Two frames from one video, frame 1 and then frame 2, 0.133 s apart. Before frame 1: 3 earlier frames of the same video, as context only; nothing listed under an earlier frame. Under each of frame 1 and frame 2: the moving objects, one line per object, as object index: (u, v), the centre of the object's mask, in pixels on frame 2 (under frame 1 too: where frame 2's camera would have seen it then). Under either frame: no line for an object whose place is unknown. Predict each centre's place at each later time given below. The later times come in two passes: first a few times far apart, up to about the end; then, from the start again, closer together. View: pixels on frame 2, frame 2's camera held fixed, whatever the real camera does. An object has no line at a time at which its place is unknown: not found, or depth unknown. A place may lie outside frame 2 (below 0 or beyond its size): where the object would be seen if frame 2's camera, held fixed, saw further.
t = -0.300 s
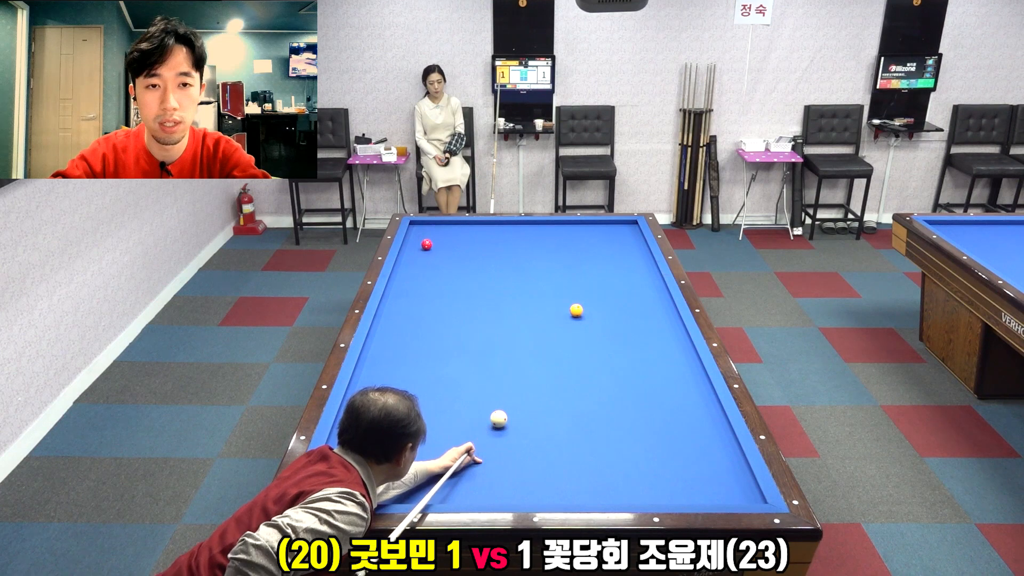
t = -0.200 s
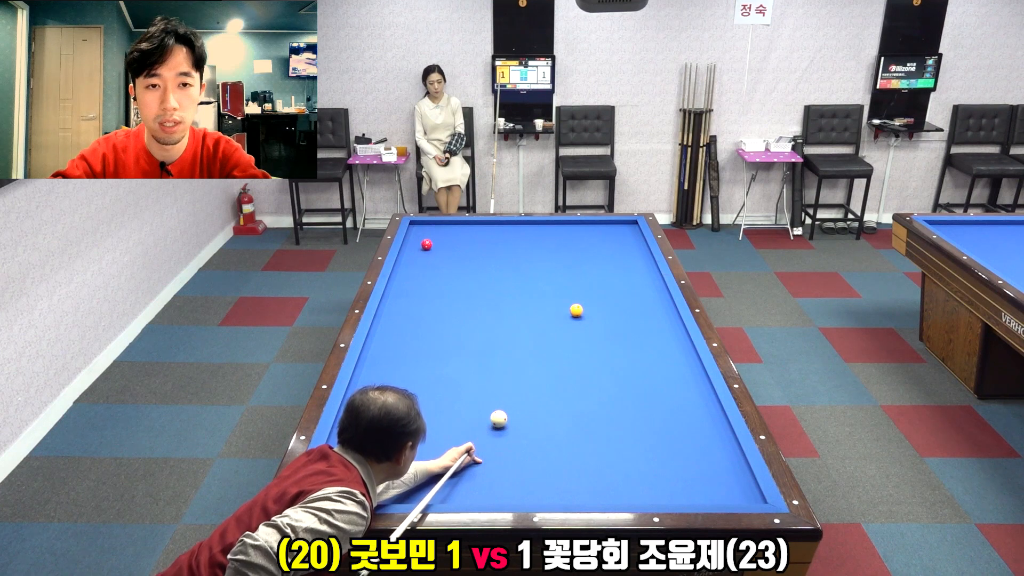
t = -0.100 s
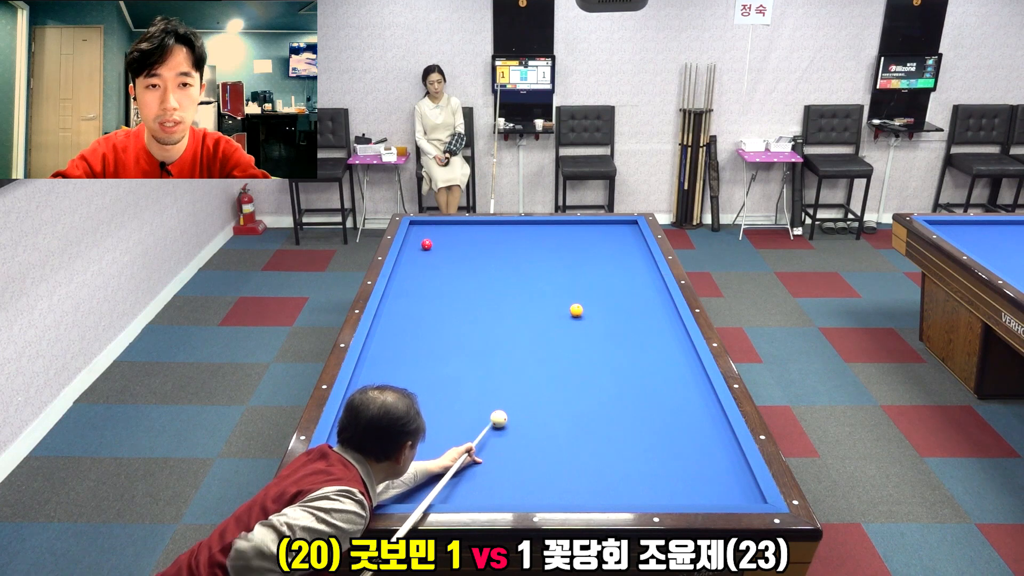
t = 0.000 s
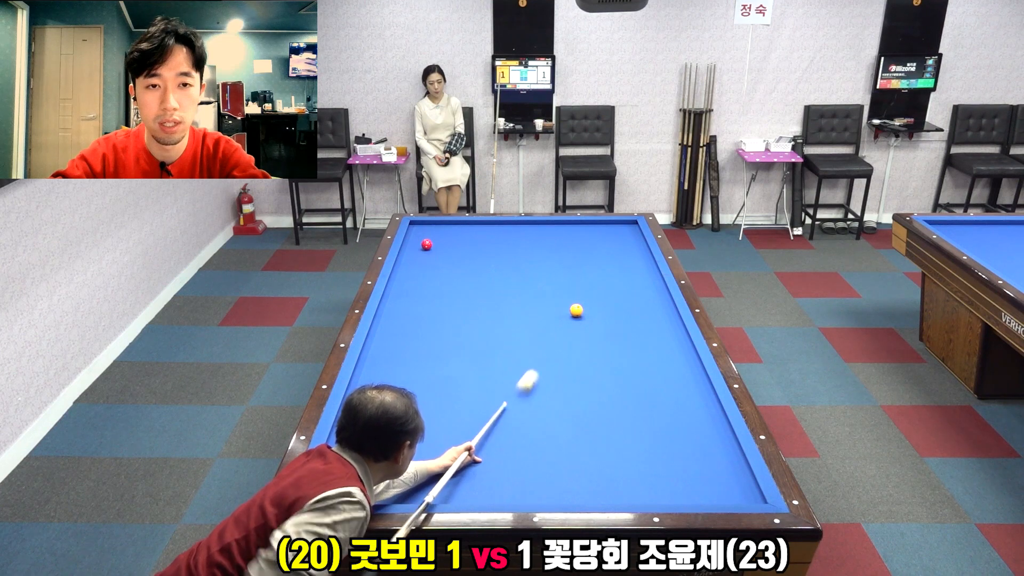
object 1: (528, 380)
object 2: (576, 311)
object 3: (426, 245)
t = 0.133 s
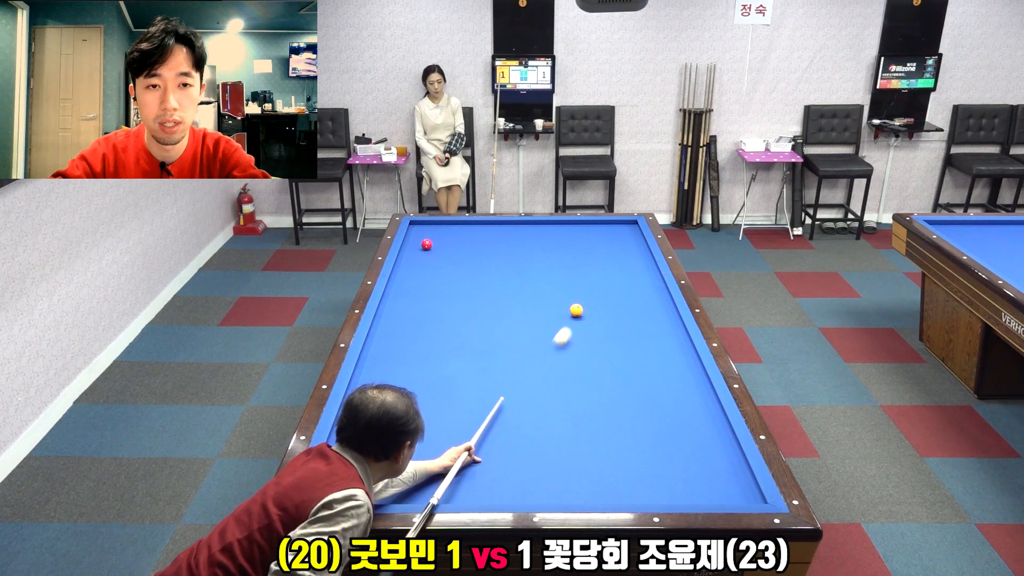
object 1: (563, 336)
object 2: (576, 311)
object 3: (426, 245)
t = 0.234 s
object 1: (585, 314)
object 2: (574, 306)
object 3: (426, 245)
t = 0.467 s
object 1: (641, 306)
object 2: (555, 268)
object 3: (426, 245)
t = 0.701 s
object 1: (649, 294)
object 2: (543, 243)
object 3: (426, 245)
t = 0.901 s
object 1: (621, 282)
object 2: (534, 225)
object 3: (426, 245)
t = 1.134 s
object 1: (594, 269)
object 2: (531, 234)
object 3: (426, 245)
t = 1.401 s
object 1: (565, 256)
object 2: (529, 249)
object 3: (426, 245)
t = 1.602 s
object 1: (546, 247)
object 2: (527, 260)
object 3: (426, 245)
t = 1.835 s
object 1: (525, 237)
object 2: (524, 275)
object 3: (426, 245)
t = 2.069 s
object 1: (505, 228)
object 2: (522, 291)
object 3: (426, 245)
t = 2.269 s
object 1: (488, 223)
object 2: (519, 305)
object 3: (426, 245)
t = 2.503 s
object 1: (463, 228)
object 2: (516, 324)
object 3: (426, 245)
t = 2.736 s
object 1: (437, 233)
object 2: (513, 344)
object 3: (426, 245)
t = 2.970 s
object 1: (411, 237)
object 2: (510, 366)
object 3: (426, 245)
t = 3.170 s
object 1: (418, 242)
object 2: (506, 387)
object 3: (427, 245)
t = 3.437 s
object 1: (420, 244)
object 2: (502, 417)
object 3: (439, 249)
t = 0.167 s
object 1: (570, 327)
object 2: (576, 311)
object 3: (426, 245)
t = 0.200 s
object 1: (577, 319)
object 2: (575, 308)
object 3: (426, 245)
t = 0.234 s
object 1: (585, 314)
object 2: (574, 306)
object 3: (426, 245)
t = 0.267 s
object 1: (594, 314)
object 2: (571, 300)
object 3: (426, 245)
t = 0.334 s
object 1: (612, 311)
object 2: (565, 288)
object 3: (426, 245)
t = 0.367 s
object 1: (620, 310)
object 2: (562, 283)
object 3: (426, 245)
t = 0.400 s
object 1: (627, 309)
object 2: (560, 277)
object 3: (426, 245)
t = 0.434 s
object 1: (634, 307)
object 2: (557, 273)
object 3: (426, 245)
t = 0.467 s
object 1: (641, 306)
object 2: (555, 268)
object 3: (426, 245)
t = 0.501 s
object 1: (648, 305)
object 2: (553, 264)
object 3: (426, 245)
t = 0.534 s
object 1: (655, 304)
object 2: (551, 260)
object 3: (426, 245)
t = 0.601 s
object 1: (667, 301)
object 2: (547, 253)
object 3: (426, 245)
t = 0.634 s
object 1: (661, 299)
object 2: (546, 250)
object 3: (426, 245)
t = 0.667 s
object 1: (654, 296)
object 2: (544, 246)
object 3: (426, 245)
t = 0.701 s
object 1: (649, 294)
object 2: (543, 243)
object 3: (426, 245)
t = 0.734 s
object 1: (643, 292)
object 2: (541, 240)
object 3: (426, 245)
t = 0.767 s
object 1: (638, 290)
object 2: (539, 237)
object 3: (426, 245)
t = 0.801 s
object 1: (633, 288)
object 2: (538, 233)
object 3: (426, 245)
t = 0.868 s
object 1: (625, 284)
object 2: (535, 228)
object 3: (426, 245)
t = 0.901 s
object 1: (621, 282)
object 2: (534, 225)
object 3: (426, 245)
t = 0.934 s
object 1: (617, 280)
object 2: (532, 222)
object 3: (426, 245)
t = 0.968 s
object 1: (613, 278)
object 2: (532, 223)
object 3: (426, 245)
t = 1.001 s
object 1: (609, 276)
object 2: (532, 225)
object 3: (426, 245)
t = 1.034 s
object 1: (605, 275)
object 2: (532, 228)
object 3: (426, 245)
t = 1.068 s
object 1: (601, 273)
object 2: (531, 230)
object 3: (426, 245)
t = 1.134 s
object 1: (594, 269)
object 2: (531, 234)
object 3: (426, 245)
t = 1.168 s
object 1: (590, 268)
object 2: (531, 236)
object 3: (426, 245)
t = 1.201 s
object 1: (586, 266)
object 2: (531, 238)
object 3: (426, 245)
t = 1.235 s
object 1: (583, 264)
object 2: (530, 239)
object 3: (426, 245)
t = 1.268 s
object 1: (579, 263)
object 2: (530, 241)
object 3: (426, 245)
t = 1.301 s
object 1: (576, 261)
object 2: (529, 243)
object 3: (426, 245)
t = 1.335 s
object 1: (572, 259)
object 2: (529, 245)
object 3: (426, 245)
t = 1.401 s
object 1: (565, 256)
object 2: (529, 249)
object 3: (426, 245)
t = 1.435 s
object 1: (562, 255)
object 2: (528, 251)
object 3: (426, 245)
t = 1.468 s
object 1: (559, 253)
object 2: (528, 252)
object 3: (426, 245)
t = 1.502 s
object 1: (555, 251)
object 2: (528, 254)
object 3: (426, 245)
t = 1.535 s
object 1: (552, 250)
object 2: (527, 256)
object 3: (426, 245)
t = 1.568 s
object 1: (549, 249)
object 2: (527, 258)
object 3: (426, 245)
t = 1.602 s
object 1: (546, 247)
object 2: (527, 260)
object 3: (426, 245)
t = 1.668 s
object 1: (540, 244)
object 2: (526, 264)
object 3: (426, 245)
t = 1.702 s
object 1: (537, 243)
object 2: (526, 266)
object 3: (426, 245)
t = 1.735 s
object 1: (534, 241)
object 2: (525, 268)
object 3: (426, 245)
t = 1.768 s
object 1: (531, 240)
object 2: (525, 271)
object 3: (426, 245)
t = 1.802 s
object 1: (528, 239)
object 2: (525, 273)
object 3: (426, 245)
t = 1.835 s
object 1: (525, 237)
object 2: (524, 275)
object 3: (426, 245)
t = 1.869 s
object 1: (522, 236)
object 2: (524, 277)
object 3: (426, 245)
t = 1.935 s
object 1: (516, 233)
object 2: (523, 281)
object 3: (426, 245)
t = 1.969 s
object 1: (513, 232)
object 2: (523, 284)
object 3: (426, 245)
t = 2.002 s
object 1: (511, 231)
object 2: (522, 286)
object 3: (426, 245)
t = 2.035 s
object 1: (508, 229)
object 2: (522, 288)
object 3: (426, 245)
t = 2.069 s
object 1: (505, 228)
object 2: (522, 291)
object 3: (426, 245)
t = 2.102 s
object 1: (502, 227)
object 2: (521, 293)
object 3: (426, 245)
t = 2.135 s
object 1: (500, 226)
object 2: (521, 295)
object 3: (426, 245)
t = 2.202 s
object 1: (495, 223)
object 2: (520, 300)
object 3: (426, 245)
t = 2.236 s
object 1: (492, 222)
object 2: (520, 303)
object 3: (426, 245)
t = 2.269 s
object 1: (488, 223)
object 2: (519, 305)
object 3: (426, 245)
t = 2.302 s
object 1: (485, 224)
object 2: (519, 308)
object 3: (426, 245)
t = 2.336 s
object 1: (481, 225)
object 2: (519, 310)
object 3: (426, 245)
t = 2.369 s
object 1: (477, 225)
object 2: (518, 313)
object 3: (426, 245)
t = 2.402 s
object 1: (474, 226)
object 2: (518, 315)
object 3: (426, 245)
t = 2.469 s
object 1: (467, 227)
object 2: (517, 321)
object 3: (426, 245)
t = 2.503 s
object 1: (463, 228)
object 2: (516, 324)
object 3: (426, 245)
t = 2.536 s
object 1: (459, 228)
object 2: (516, 326)
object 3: (426, 245)
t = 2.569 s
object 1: (456, 229)
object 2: (516, 329)
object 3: (426, 245)
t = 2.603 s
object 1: (452, 230)
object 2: (515, 332)
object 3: (426, 245)
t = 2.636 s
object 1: (448, 230)
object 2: (515, 335)
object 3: (426, 245)
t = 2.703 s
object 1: (441, 232)
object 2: (514, 341)
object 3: (426, 245)
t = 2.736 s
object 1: (437, 233)
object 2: (513, 344)
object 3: (426, 245)
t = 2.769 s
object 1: (434, 233)
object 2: (513, 346)
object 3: (426, 245)
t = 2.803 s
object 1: (430, 234)
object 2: (512, 350)
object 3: (426, 245)
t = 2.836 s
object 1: (426, 234)
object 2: (512, 353)
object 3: (426, 245)
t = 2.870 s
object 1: (422, 235)
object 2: (511, 356)
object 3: (426, 245)
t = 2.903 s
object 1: (419, 236)
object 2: (511, 359)
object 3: (426, 245)
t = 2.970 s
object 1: (411, 237)
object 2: (510, 366)
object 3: (426, 245)
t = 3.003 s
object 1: (409, 238)
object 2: (509, 369)
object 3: (426, 245)
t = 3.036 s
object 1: (411, 239)
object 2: (509, 372)
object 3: (426, 245)
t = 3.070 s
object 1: (413, 240)
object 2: (508, 376)
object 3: (426, 245)
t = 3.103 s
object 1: (415, 240)
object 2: (508, 379)
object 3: (426, 245)
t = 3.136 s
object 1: (417, 241)
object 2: (507, 383)
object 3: (427, 245)
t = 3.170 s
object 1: (418, 242)
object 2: (506, 387)
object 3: (427, 245)
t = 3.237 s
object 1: (419, 243)
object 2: (505, 394)
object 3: (430, 246)
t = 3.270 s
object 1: (419, 243)
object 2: (505, 398)
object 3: (431, 246)
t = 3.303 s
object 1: (419, 243)
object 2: (504, 402)
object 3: (433, 247)
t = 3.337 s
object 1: (420, 243)
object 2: (504, 405)
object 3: (434, 248)
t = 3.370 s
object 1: (420, 244)
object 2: (503, 409)
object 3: (435, 248)
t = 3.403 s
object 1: (420, 244)
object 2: (503, 413)
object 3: (437, 248)
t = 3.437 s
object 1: (420, 244)
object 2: (502, 417)
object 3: (439, 249)
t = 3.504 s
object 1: (421, 245)
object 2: (501, 426)
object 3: (441, 250)
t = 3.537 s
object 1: (421, 245)
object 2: (500, 430)
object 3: (442, 250)
